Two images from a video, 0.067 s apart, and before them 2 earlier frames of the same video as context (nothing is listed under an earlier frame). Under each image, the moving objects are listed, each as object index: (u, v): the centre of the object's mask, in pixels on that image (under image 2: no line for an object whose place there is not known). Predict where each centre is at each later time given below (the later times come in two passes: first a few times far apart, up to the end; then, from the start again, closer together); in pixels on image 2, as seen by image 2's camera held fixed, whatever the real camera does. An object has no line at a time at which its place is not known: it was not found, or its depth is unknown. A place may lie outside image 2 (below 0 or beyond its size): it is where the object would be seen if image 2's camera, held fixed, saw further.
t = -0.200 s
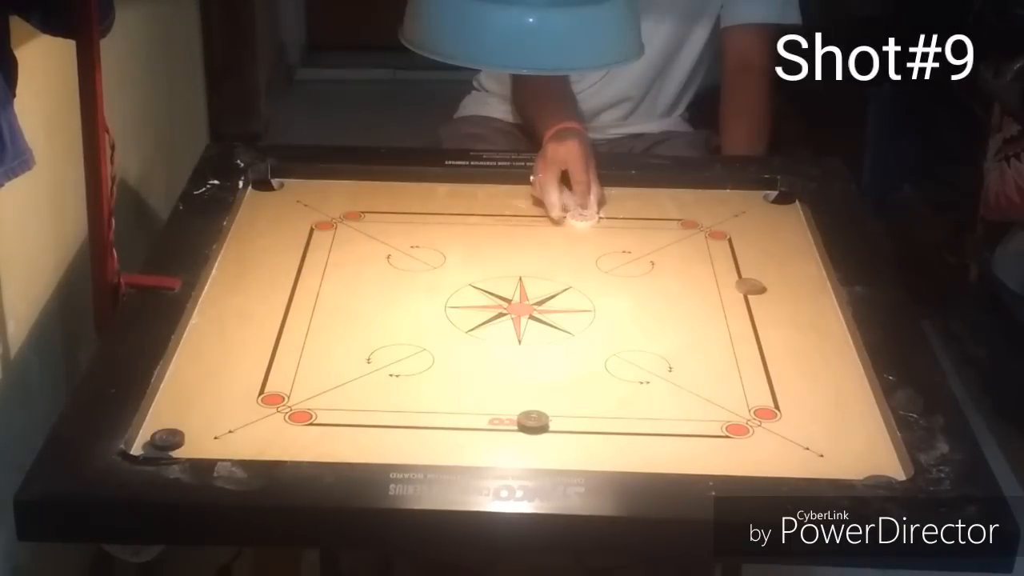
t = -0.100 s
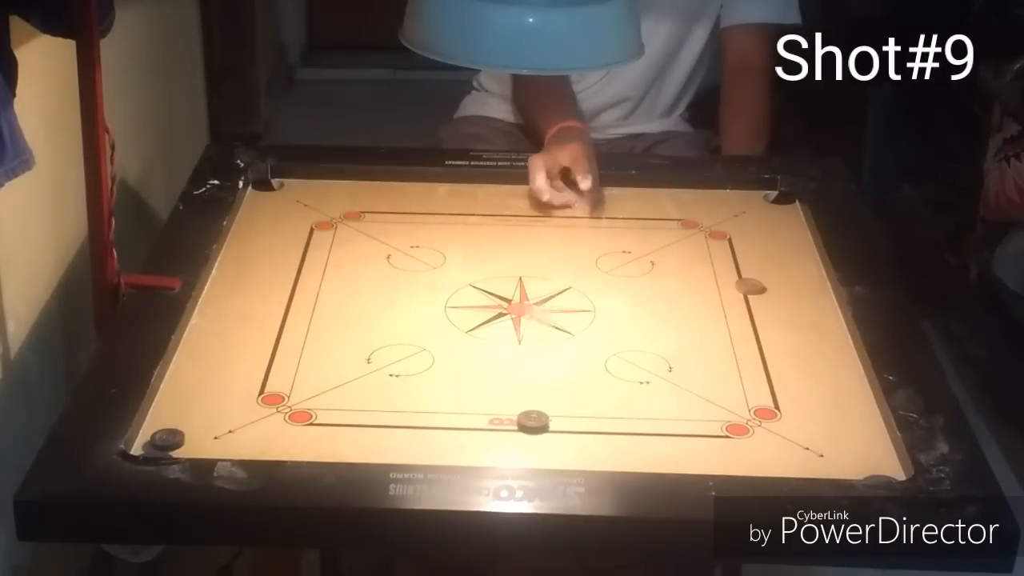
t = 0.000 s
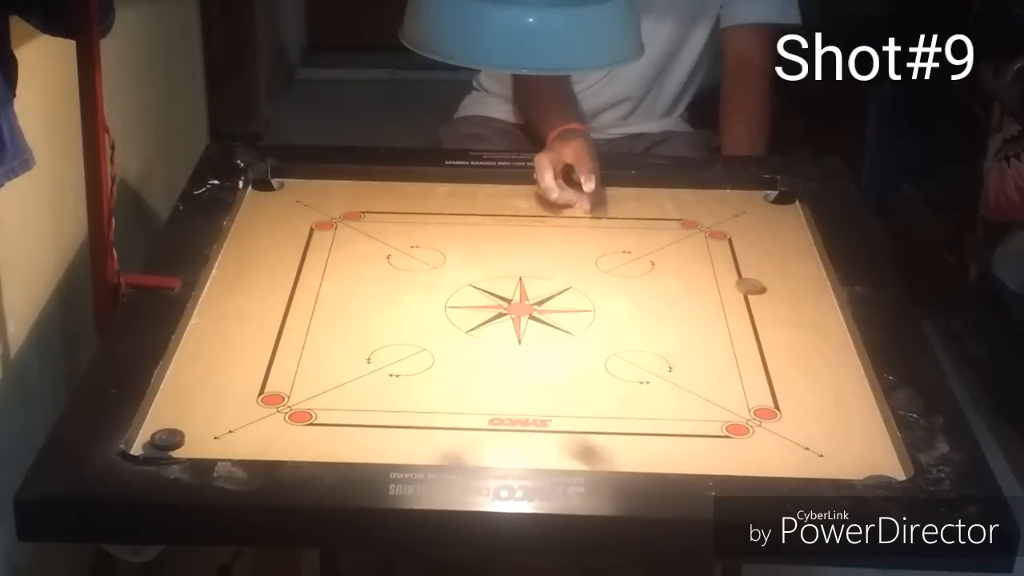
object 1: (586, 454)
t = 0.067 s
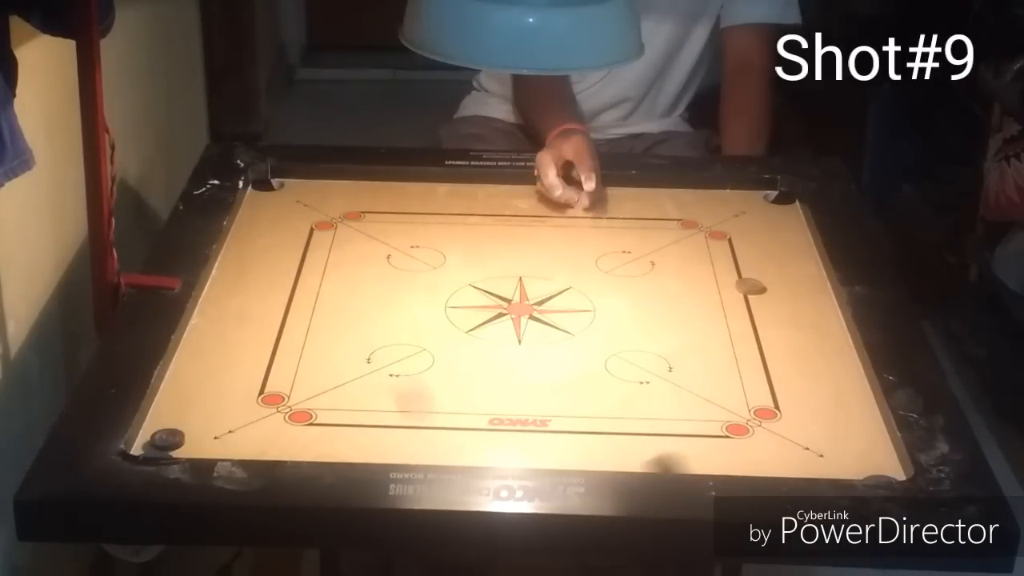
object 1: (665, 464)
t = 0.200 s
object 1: (765, 414)
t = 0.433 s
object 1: (808, 351)
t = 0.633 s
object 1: (742, 324)
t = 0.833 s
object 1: (722, 316)
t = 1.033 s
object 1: (722, 316)
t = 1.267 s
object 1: (722, 316)
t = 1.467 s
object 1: (722, 316)
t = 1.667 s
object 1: (722, 316)
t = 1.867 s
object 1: (722, 316)
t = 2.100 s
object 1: (722, 316)
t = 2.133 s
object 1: (722, 316)
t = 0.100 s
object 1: (694, 454)
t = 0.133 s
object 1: (718, 441)
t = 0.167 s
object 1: (742, 427)
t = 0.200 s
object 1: (765, 414)
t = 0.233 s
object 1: (790, 402)
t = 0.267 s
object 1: (809, 392)
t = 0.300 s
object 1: (827, 381)
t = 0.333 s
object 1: (844, 372)
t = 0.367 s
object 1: (840, 364)
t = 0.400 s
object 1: (823, 358)
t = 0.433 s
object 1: (808, 351)
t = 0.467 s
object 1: (794, 345)
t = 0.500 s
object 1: (781, 340)
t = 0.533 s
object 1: (770, 336)
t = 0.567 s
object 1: (759, 331)
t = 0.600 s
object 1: (750, 327)
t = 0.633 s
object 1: (742, 324)
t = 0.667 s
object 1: (736, 321)
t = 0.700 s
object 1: (731, 319)
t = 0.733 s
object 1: (726, 318)
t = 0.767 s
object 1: (724, 317)
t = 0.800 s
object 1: (722, 316)
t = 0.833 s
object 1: (722, 316)
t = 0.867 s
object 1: (722, 316)
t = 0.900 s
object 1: (722, 316)
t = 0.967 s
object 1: (722, 316)
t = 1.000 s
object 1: (722, 316)
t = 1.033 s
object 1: (722, 316)
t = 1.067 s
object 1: (722, 316)
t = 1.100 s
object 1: (722, 316)
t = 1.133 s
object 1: (722, 316)
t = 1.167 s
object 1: (722, 316)
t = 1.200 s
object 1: (722, 316)
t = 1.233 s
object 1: (722, 316)
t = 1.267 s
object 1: (722, 316)
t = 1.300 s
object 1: (722, 316)
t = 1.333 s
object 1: (722, 316)
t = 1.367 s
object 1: (722, 316)
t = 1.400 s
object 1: (722, 316)
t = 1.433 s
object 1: (722, 316)
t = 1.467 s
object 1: (722, 316)
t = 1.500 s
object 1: (722, 316)
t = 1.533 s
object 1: (722, 316)
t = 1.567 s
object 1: (722, 316)
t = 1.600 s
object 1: (722, 316)
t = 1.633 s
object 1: (722, 316)
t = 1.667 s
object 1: (722, 316)
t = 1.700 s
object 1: (722, 316)
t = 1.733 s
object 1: (722, 316)
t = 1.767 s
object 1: (722, 316)
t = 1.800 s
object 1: (722, 316)
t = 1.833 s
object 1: (722, 316)
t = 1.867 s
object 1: (722, 316)
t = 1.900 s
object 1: (722, 316)
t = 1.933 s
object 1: (722, 316)
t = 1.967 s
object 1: (722, 316)
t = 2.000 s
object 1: (722, 316)
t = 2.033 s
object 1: (722, 316)
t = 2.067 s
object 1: (722, 316)
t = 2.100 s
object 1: (722, 316)
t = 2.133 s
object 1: (722, 316)
